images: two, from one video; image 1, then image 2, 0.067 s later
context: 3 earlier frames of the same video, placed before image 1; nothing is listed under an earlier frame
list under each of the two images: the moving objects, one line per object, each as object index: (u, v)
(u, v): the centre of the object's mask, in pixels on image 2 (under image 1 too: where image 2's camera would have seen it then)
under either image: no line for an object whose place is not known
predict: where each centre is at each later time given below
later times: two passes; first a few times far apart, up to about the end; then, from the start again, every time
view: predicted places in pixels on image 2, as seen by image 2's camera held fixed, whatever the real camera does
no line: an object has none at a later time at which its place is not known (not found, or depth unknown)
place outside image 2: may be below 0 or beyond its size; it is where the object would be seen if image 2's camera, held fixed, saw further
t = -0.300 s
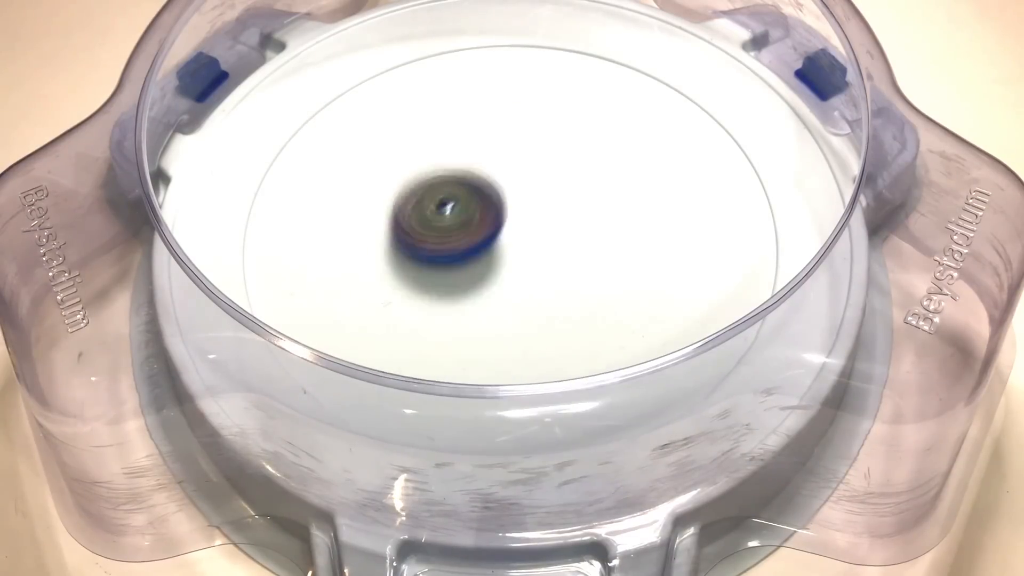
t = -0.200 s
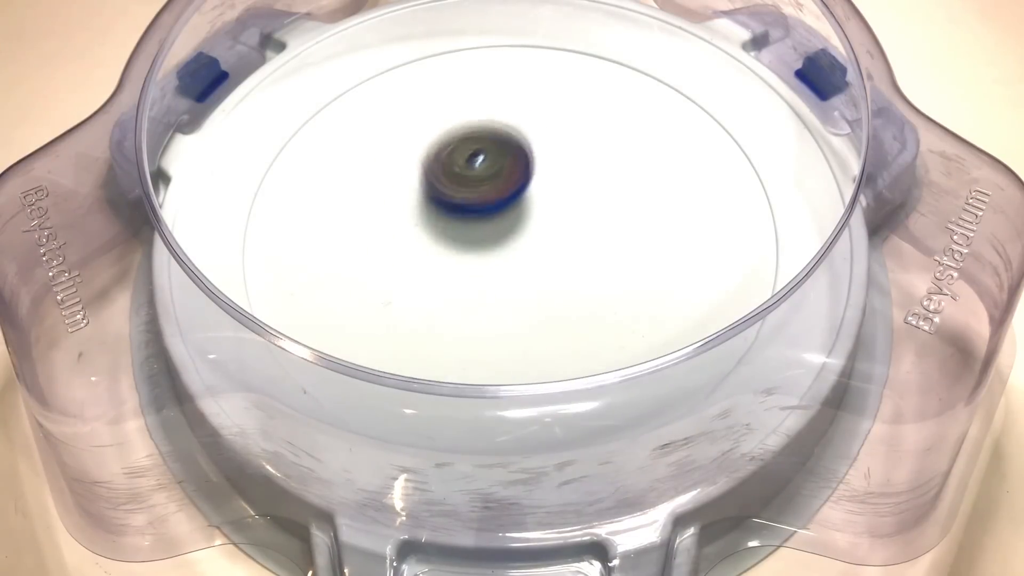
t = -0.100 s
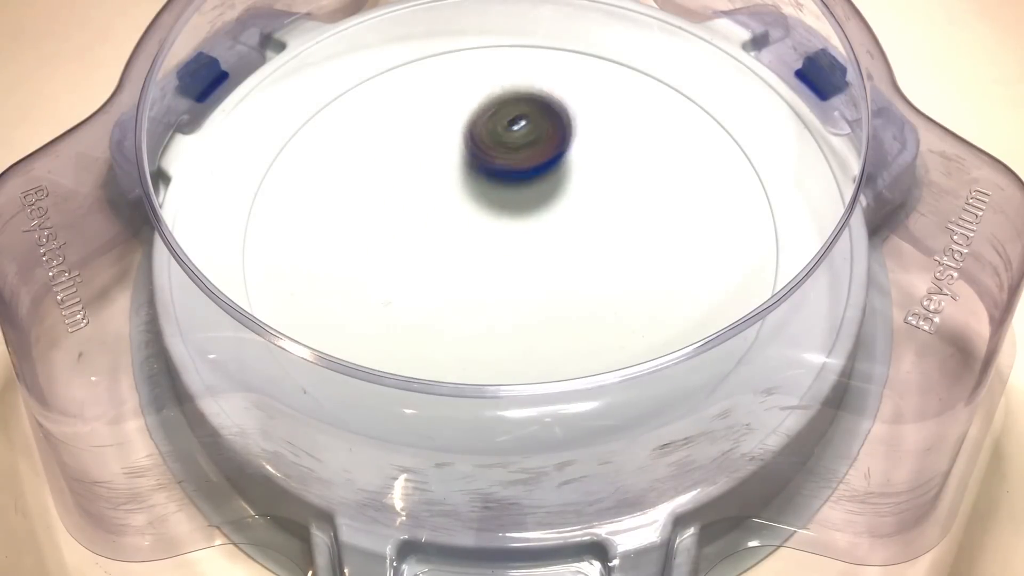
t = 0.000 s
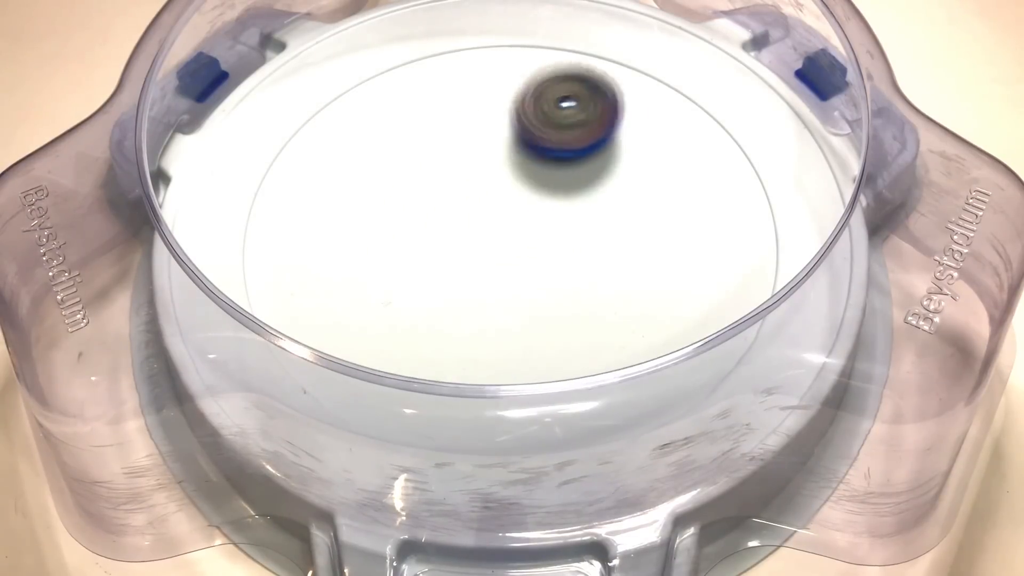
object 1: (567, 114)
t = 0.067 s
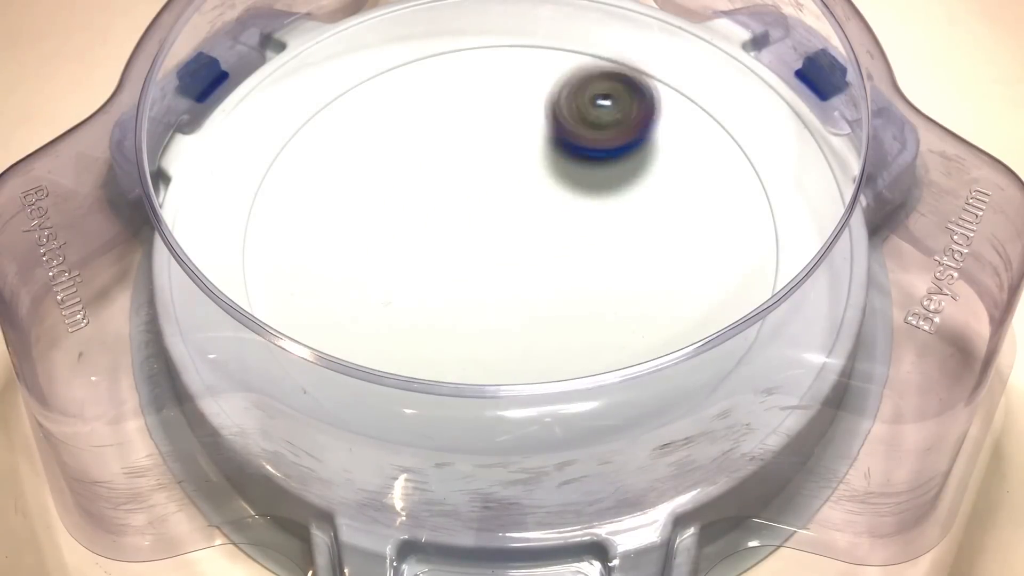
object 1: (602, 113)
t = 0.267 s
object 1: (645, 191)
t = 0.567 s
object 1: (473, 287)
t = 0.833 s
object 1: (337, 231)
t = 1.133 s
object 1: (464, 170)
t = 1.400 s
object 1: (603, 240)
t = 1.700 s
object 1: (588, 338)
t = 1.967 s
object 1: (468, 265)
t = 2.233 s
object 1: (483, 148)
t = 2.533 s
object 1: (588, 142)
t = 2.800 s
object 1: (533, 261)
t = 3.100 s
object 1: (385, 298)
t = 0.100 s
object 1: (620, 118)
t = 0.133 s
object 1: (634, 126)
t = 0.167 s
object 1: (646, 139)
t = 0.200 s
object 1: (651, 154)
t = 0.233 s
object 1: (651, 174)
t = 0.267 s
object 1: (645, 191)
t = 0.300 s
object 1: (635, 209)
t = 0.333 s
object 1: (620, 226)
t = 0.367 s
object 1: (604, 241)
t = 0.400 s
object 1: (583, 256)
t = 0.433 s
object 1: (563, 265)
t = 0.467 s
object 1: (541, 274)
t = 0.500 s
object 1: (518, 280)
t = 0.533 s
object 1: (496, 285)
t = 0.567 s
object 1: (473, 287)
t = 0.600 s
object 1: (450, 287)
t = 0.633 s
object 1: (428, 285)
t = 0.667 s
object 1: (408, 281)
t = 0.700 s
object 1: (389, 276)
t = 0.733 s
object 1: (372, 266)
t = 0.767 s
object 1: (357, 256)
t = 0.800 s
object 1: (346, 245)
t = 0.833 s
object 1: (337, 231)
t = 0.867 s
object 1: (334, 217)
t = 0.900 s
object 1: (337, 203)
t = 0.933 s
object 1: (345, 189)
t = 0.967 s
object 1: (358, 179)
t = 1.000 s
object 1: (375, 171)
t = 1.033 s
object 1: (396, 167)
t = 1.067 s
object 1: (419, 165)
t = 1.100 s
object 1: (441, 166)
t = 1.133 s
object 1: (464, 170)
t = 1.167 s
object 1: (485, 175)
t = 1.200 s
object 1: (504, 182)
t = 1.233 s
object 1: (526, 191)
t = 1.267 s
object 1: (543, 199)
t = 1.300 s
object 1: (560, 208)
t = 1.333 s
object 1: (576, 219)
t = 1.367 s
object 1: (590, 230)
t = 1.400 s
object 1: (603, 240)
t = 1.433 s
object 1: (614, 253)
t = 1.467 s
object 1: (623, 265)
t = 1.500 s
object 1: (631, 277)
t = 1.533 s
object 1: (634, 289)
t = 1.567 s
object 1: (635, 303)
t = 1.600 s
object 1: (632, 315)
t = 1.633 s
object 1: (621, 324)
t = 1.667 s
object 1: (607, 332)
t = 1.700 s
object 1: (588, 338)
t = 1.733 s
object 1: (567, 340)
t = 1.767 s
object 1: (546, 340)
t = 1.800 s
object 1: (526, 335)
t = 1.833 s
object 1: (508, 325)
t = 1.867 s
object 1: (494, 311)
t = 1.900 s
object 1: (482, 296)
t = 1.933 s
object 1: (474, 281)
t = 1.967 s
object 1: (468, 265)
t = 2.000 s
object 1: (464, 248)
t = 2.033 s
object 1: (462, 232)
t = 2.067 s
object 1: (462, 216)
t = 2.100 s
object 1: (464, 202)
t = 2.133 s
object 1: (467, 187)
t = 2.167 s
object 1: (471, 172)
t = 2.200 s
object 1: (476, 159)
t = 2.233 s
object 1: (483, 148)
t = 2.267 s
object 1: (491, 137)
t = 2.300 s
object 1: (501, 127)
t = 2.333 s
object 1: (512, 119)
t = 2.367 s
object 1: (526, 114)
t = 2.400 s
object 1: (540, 112)
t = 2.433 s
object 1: (555, 113)
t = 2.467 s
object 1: (569, 119)
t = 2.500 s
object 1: (580, 129)
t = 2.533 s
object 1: (588, 142)
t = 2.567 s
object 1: (593, 158)
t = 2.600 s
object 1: (592, 174)
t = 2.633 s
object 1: (587, 191)
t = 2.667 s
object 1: (580, 207)
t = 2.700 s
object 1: (570, 222)
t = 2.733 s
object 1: (560, 236)
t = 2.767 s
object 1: (547, 249)
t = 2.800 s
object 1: (533, 261)
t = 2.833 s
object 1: (518, 272)
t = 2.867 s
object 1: (502, 281)
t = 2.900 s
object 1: (486, 288)
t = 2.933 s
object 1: (469, 294)
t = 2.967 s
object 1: (452, 300)
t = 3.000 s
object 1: (435, 304)
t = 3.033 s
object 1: (417, 305)
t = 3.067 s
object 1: (401, 303)
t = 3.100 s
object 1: (385, 298)
